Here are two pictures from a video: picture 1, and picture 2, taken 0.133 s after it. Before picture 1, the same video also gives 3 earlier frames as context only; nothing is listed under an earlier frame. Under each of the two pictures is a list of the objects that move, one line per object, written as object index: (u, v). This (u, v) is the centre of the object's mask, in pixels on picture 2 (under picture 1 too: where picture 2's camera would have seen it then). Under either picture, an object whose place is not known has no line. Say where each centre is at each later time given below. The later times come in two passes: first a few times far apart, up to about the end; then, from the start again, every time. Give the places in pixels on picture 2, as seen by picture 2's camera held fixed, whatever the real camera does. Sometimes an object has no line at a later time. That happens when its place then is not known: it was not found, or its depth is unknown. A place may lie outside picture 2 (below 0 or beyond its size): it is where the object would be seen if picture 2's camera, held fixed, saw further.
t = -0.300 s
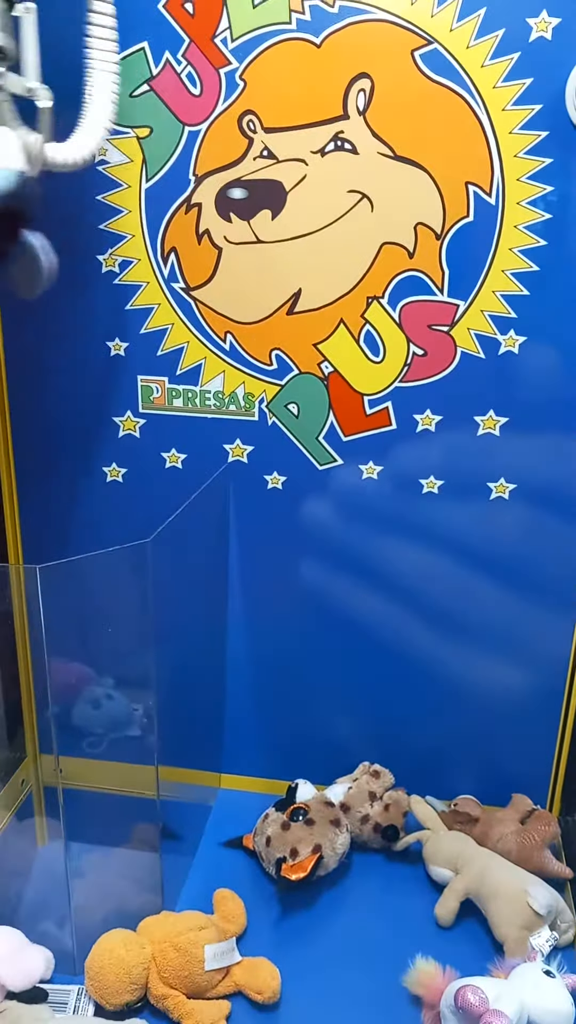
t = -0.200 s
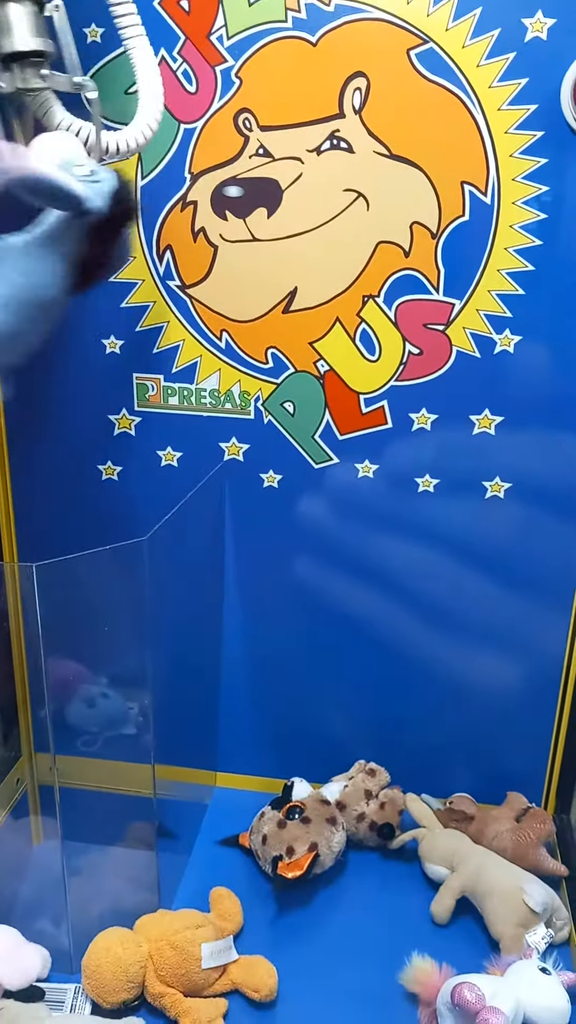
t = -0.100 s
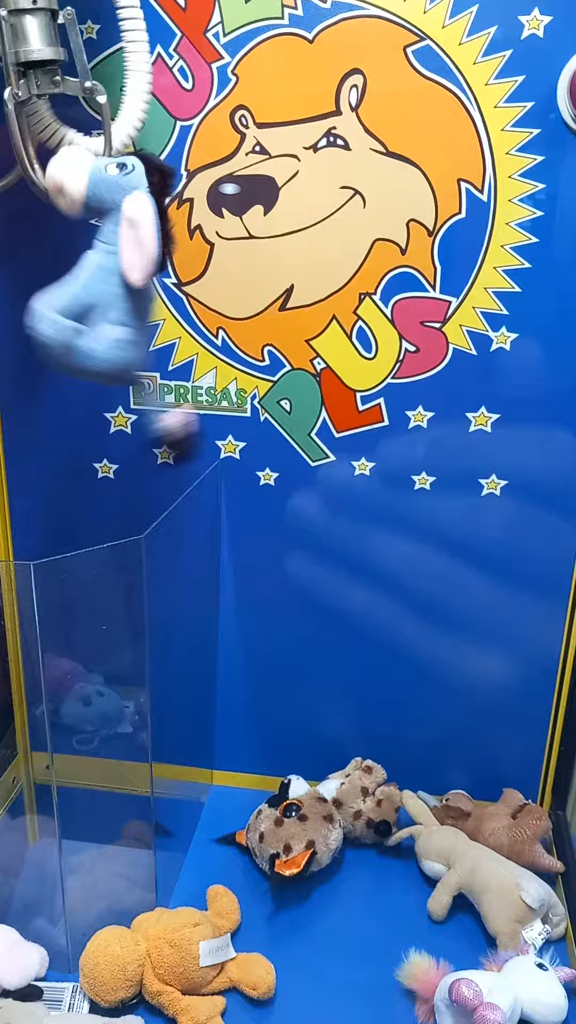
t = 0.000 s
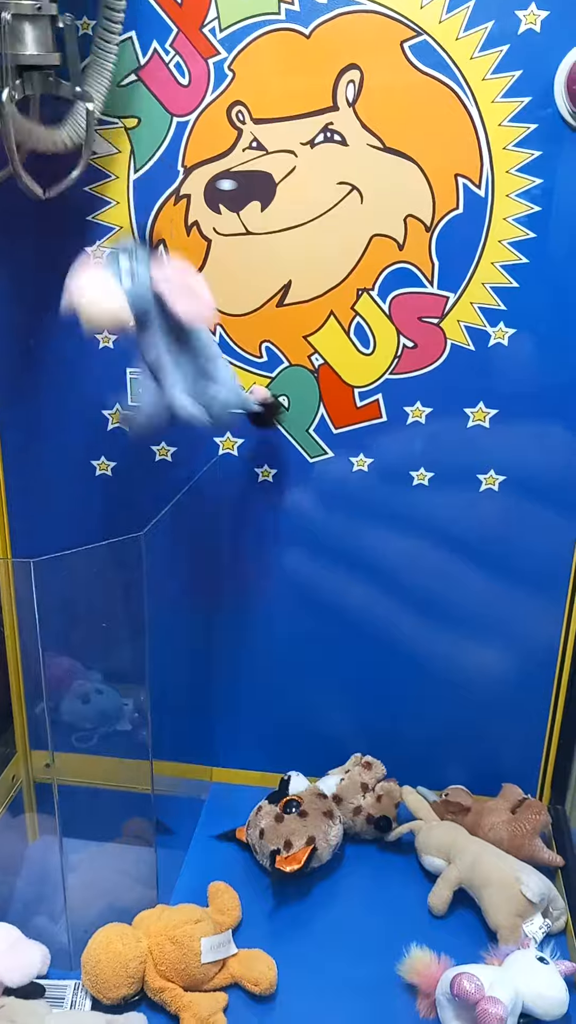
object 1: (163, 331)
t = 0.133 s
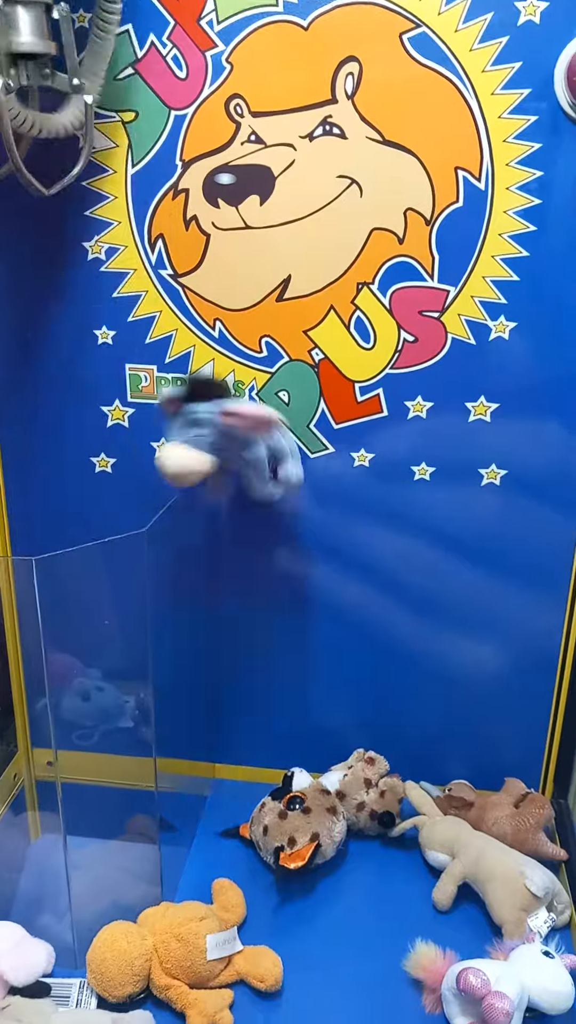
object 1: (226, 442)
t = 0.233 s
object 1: (276, 485)
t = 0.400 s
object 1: (364, 807)
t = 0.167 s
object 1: (238, 443)
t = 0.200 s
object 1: (257, 458)
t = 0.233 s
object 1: (276, 485)
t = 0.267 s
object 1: (297, 521)
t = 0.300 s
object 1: (320, 573)
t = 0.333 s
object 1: (336, 644)
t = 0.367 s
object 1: (353, 712)
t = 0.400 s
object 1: (364, 807)
